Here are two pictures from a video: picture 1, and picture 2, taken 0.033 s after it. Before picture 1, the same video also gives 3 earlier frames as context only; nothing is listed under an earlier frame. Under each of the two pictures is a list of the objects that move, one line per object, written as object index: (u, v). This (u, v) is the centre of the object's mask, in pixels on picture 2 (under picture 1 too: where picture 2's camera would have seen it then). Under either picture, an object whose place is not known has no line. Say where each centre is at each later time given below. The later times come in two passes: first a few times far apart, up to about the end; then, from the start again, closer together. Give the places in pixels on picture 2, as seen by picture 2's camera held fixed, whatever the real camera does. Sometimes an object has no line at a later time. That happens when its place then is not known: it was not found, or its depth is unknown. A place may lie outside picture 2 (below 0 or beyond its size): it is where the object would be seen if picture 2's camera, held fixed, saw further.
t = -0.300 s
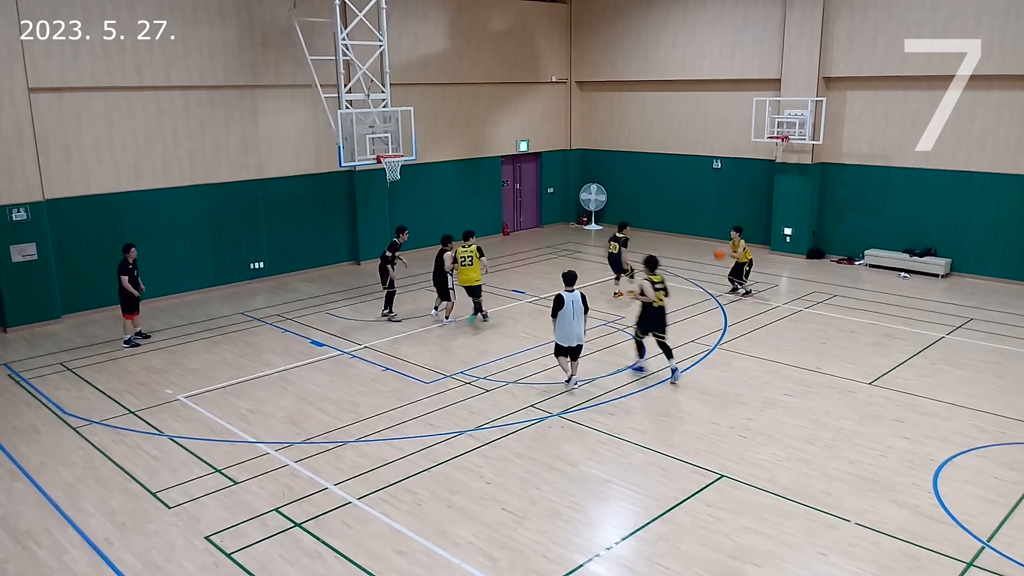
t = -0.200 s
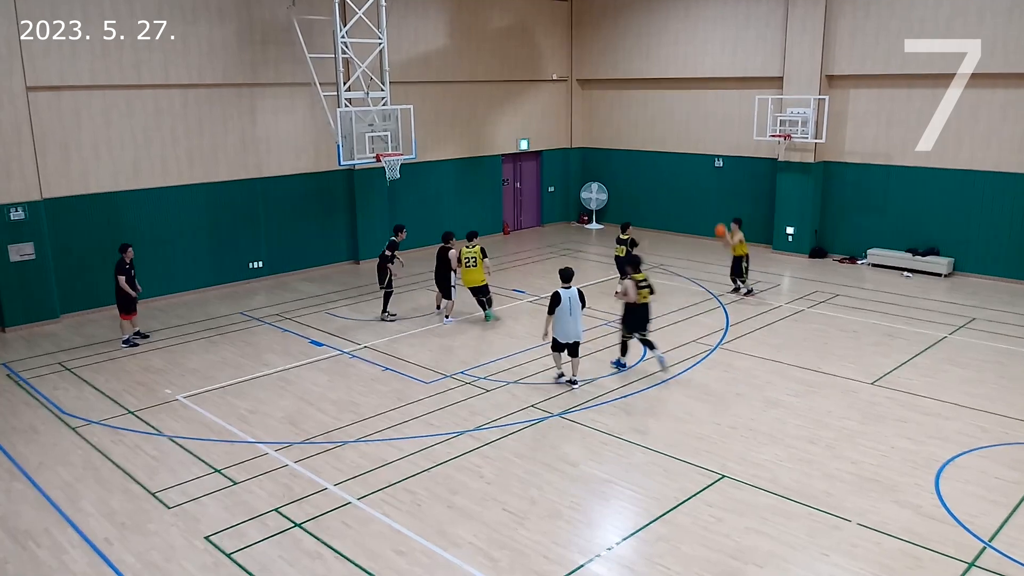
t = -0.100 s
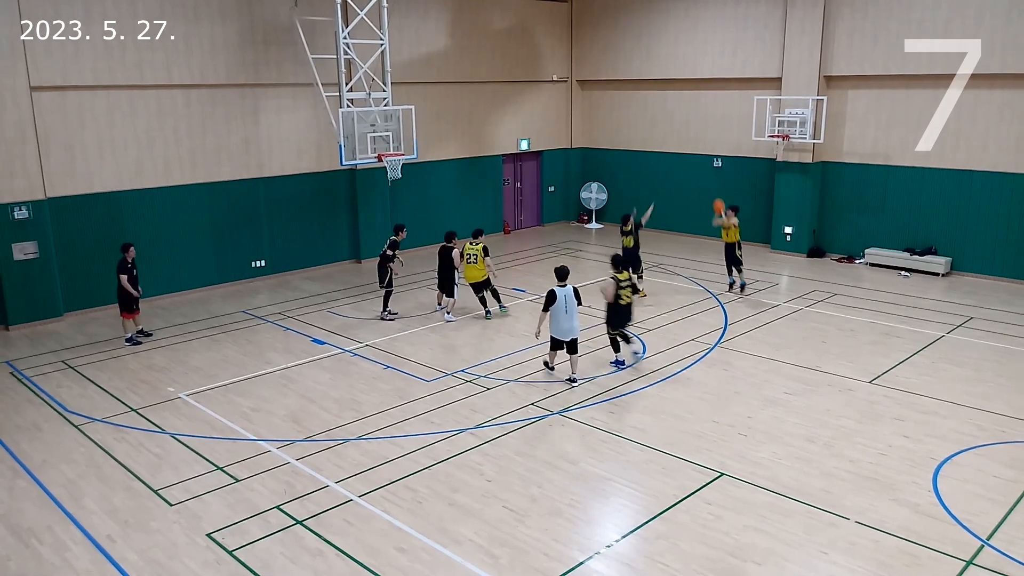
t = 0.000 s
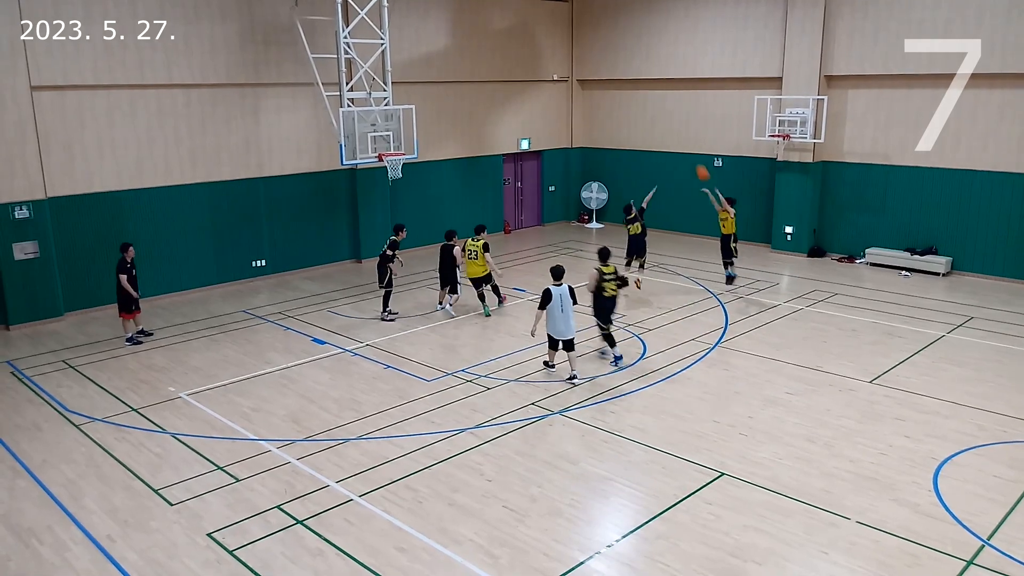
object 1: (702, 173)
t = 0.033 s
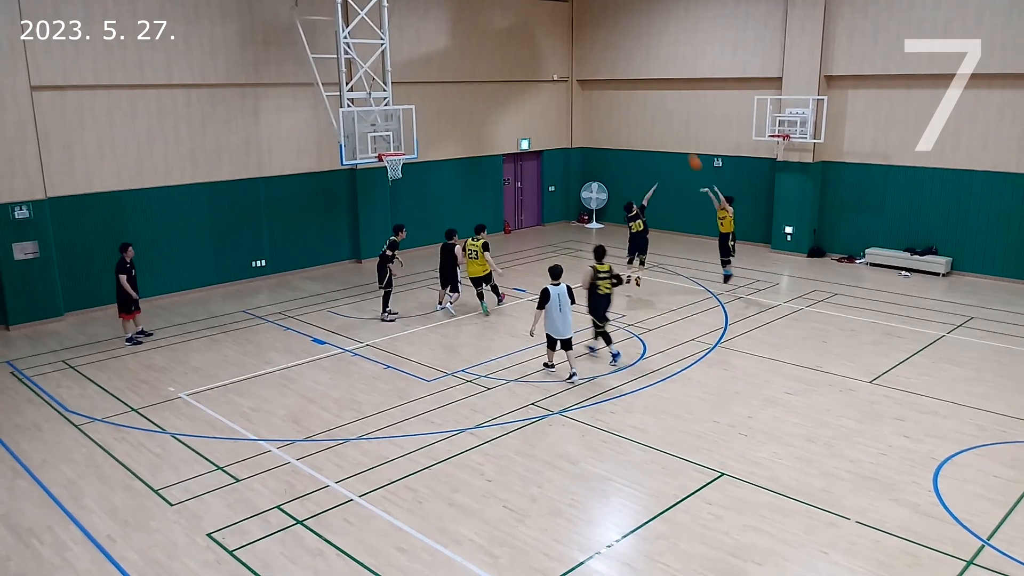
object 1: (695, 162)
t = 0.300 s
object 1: (632, 93)
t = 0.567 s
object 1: (568, 57)
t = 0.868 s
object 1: (496, 60)
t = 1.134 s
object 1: (434, 102)
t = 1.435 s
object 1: (384, 171)
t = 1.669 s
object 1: (383, 205)
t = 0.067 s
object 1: (687, 153)
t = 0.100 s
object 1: (678, 143)
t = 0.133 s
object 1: (671, 134)
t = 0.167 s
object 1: (663, 124)
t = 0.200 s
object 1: (656, 116)
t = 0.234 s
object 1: (648, 108)
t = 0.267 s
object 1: (640, 101)
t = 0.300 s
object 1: (632, 93)
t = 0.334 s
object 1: (623, 86)
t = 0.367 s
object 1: (616, 81)
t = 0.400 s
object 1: (608, 76)
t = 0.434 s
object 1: (599, 70)
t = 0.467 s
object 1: (592, 66)
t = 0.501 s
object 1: (584, 62)
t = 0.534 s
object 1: (576, 60)
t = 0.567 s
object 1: (568, 57)
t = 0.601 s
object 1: (560, 55)
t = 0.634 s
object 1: (552, 54)
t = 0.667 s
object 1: (544, 53)
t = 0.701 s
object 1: (536, 53)
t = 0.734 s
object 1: (527, 53)
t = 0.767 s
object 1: (519, 54)
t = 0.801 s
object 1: (512, 55)
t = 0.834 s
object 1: (503, 58)
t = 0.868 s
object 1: (496, 60)
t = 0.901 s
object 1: (488, 63)
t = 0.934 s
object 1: (480, 67)
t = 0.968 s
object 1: (472, 72)
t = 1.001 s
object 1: (464, 77)
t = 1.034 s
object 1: (456, 82)
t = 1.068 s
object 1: (448, 88)
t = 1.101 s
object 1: (441, 96)
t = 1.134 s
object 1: (434, 102)
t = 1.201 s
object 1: (418, 119)
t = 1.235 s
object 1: (410, 128)
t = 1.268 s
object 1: (403, 137)
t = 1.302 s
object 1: (396, 146)
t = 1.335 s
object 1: (381, 158)
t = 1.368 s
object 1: (384, 162)
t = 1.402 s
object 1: (383, 166)
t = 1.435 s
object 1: (384, 171)
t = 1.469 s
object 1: (383, 173)
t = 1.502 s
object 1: (383, 177)
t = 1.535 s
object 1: (383, 182)
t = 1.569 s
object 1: (383, 187)
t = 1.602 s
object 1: (383, 193)
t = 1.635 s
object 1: (383, 199)
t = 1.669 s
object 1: (383, 205)
